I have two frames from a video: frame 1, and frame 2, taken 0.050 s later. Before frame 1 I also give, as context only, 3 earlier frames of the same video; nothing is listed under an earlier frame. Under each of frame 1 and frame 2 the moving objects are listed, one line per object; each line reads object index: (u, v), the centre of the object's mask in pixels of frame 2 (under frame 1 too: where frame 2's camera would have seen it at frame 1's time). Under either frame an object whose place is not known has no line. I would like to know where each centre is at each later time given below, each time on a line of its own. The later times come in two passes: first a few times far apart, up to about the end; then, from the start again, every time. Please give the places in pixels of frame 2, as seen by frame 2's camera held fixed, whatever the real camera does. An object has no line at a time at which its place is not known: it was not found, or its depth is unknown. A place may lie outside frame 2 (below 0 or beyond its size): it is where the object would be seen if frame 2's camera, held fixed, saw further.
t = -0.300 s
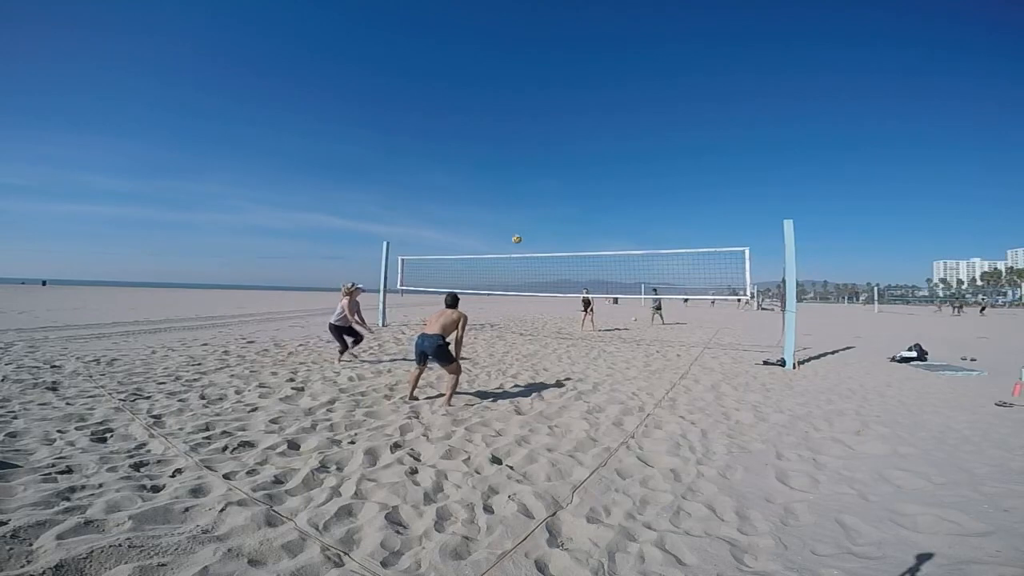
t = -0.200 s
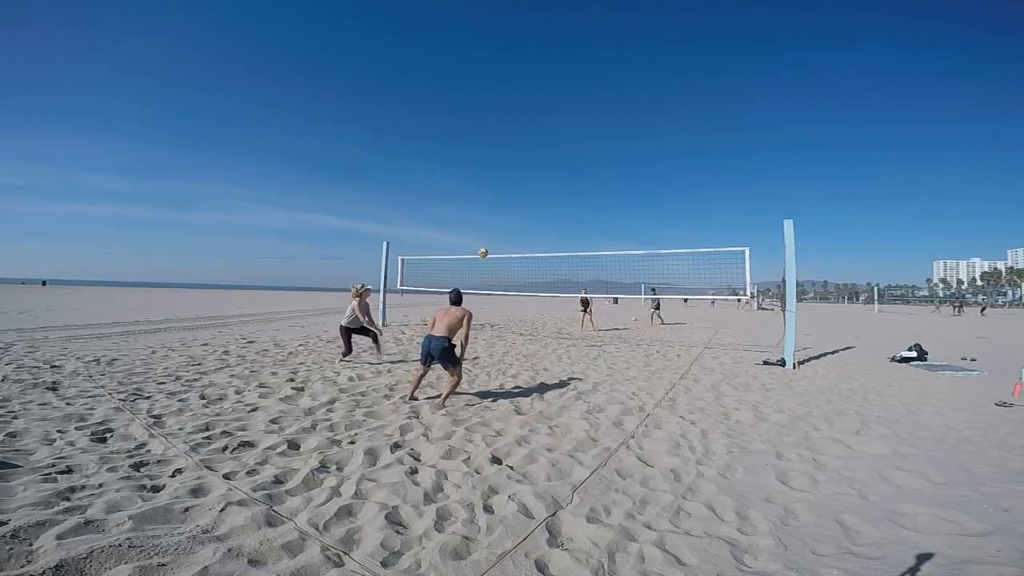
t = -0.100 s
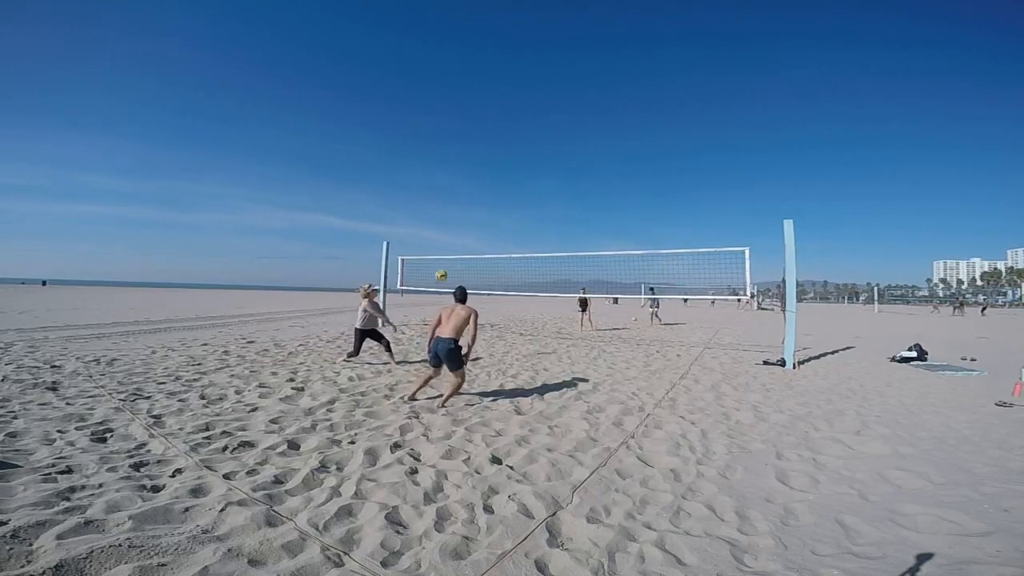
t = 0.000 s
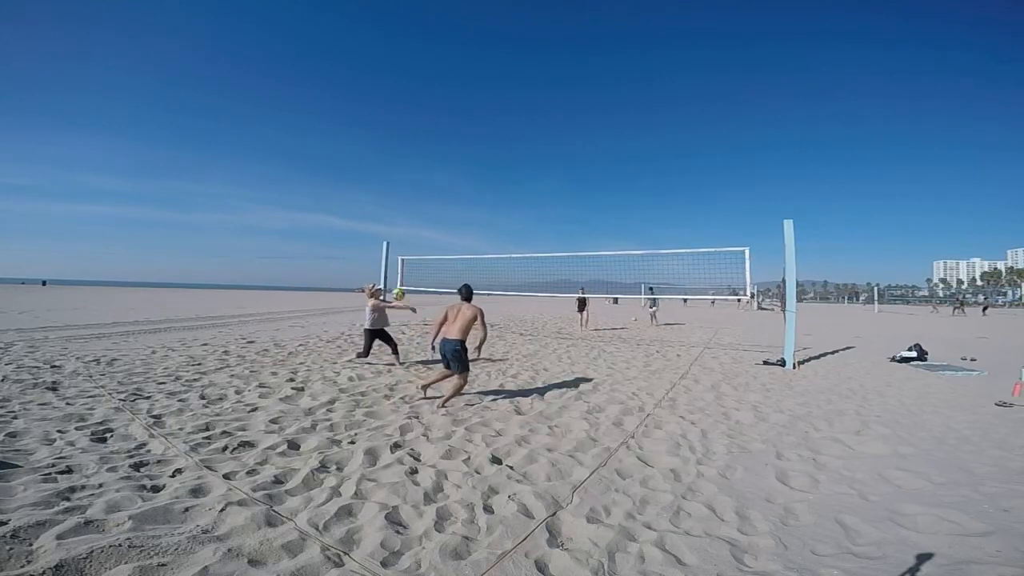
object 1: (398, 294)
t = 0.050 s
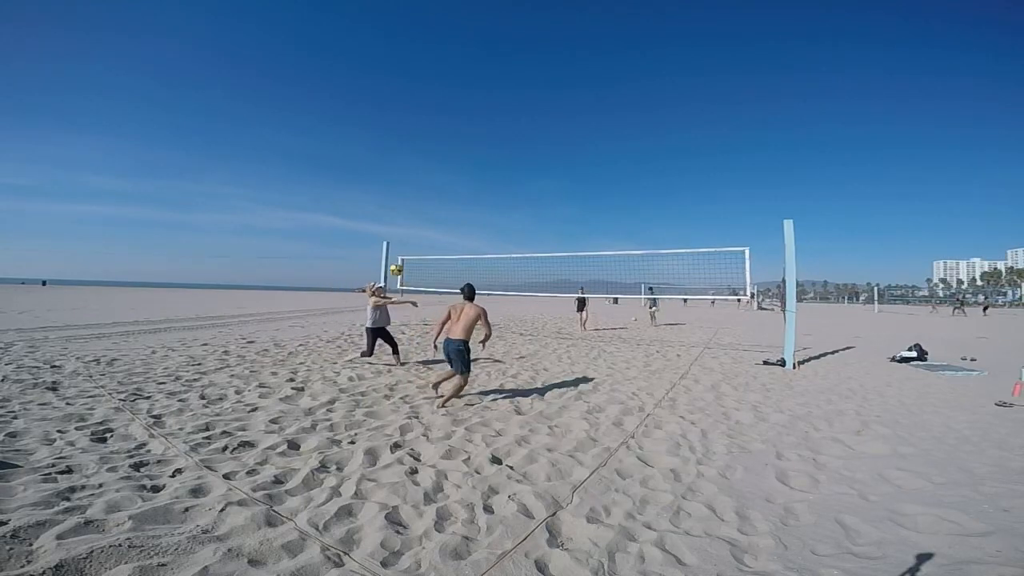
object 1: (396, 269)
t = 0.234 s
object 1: (387, 181)
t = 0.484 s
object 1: (375, 107)
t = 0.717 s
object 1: (364, 74)
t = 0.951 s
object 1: (348, 66)
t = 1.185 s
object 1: (329, 81)
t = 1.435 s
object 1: (306, 126)
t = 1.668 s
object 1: (287, 206)
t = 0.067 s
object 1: (395, 261)
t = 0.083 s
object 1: (394, 251)
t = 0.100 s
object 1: (393, 243)
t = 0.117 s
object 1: (392, 234)
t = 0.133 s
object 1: (391, 226)
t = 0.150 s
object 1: (391, 218)
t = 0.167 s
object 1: (390, 210)
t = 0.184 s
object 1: (389, 203)
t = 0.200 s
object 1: (388, 195)
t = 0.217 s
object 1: (387, 188)
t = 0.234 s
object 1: (387, 181)
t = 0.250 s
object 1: (386, 175)
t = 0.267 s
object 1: (385, 169)
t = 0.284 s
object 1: (385, 163)
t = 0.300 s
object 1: (384, 157)
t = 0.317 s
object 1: (383, 152)
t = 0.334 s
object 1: (382, 144)
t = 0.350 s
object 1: (381, 139)
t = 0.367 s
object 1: (380, 134)
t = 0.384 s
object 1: (380, 130)
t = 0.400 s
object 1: (379, 126)
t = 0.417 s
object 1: (378, 122)
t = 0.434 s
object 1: (378, 117)
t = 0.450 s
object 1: (377, 114)
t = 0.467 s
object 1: (376, 110)
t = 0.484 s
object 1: (375, 107)
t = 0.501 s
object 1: (375, 103)
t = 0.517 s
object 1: (374, 100)
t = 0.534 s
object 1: (373, 97)
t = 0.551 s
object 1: (372, 95)
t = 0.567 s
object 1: (371, 92)
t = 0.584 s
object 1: (371, 90)
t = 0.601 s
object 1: (370, 87)
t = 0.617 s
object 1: (369, 85)
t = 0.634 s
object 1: (368, 83)
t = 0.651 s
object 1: (367, 81)
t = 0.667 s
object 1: (367, 79)
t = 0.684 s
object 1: (365, 77)
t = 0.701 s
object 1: (365, 76)
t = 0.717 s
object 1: (364, 74)
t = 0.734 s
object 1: (363, 73)
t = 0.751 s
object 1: (361, 72)
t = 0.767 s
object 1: (360, 71)
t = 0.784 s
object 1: (360, 70)
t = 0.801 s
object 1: (359, 69)
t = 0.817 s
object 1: (358, 68)
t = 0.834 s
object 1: (356, 68)
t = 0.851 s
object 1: (356, 67)
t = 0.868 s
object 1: (354, 67)
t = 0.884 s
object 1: (353, 66)
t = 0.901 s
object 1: (352, 66)
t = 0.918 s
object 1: (351, 66)
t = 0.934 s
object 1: (350, 67)
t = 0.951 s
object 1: (348, 66)
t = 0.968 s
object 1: (347, 67)
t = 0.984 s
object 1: (345, 67)
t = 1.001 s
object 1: (345, 68)
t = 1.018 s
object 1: (343, 68)
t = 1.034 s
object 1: (341, 69)
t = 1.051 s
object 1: (340, 70)
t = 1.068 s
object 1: (339, 71)
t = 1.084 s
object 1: (337, 72)
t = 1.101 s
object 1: (336, 73)
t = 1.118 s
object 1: (335, 75)
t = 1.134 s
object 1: (333, 76)
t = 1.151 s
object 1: (332, 78)
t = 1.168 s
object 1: (330, 80)
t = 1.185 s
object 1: (329, 81)
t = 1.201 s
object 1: (327, 83)
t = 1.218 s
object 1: (326, 85)
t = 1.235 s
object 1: (324, 88)
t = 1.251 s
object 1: (323, 90)
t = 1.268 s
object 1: (322, 92)
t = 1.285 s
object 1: (320, 95)
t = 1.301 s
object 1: (318, 98)
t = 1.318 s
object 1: (317, 101)
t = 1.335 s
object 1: (315, 104)
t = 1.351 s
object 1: (314, 108)
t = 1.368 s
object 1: (312, 111)
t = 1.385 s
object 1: (311, 114)
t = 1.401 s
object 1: (309, 118)
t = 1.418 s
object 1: (307, 122)
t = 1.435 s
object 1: (306, 126)
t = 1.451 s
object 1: (305, 131)
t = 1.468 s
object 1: (303, 135)
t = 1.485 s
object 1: (302, 140)
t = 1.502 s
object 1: (299, 144)
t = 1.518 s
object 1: (298, 150)
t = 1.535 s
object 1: (297, 155)
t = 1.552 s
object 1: (295, 161)
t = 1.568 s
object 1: (294, 167)
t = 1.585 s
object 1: (293, 173)
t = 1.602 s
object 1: (292, 179)
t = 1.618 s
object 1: (290, 185)
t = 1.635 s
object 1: (289, 192)
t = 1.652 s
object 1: (288, 199)
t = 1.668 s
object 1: (287, 206)
